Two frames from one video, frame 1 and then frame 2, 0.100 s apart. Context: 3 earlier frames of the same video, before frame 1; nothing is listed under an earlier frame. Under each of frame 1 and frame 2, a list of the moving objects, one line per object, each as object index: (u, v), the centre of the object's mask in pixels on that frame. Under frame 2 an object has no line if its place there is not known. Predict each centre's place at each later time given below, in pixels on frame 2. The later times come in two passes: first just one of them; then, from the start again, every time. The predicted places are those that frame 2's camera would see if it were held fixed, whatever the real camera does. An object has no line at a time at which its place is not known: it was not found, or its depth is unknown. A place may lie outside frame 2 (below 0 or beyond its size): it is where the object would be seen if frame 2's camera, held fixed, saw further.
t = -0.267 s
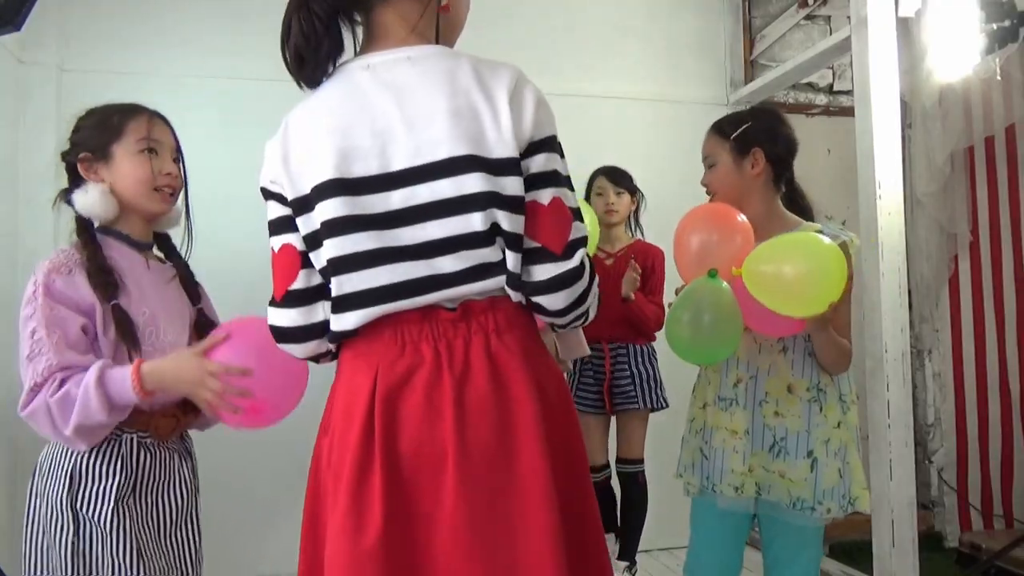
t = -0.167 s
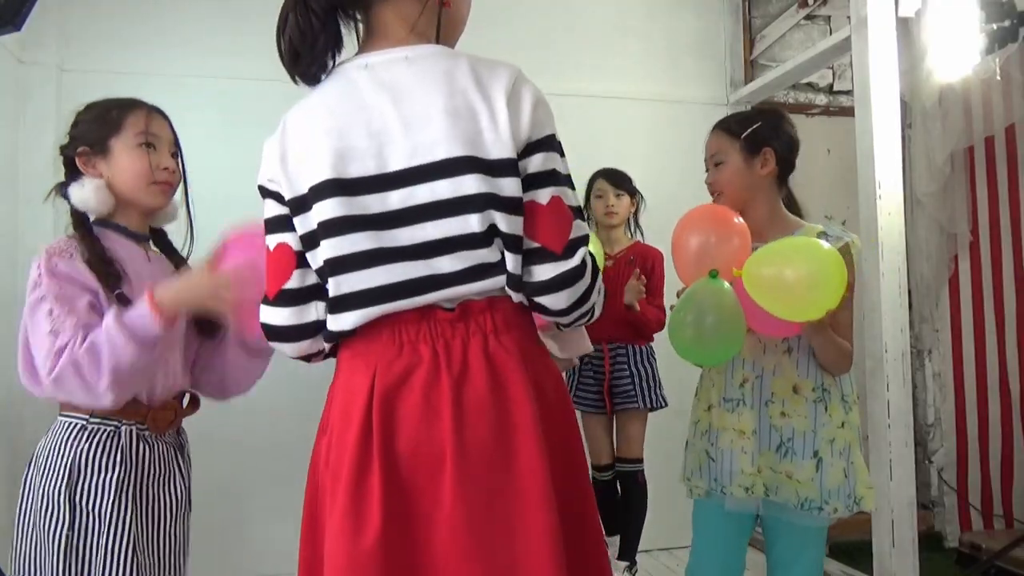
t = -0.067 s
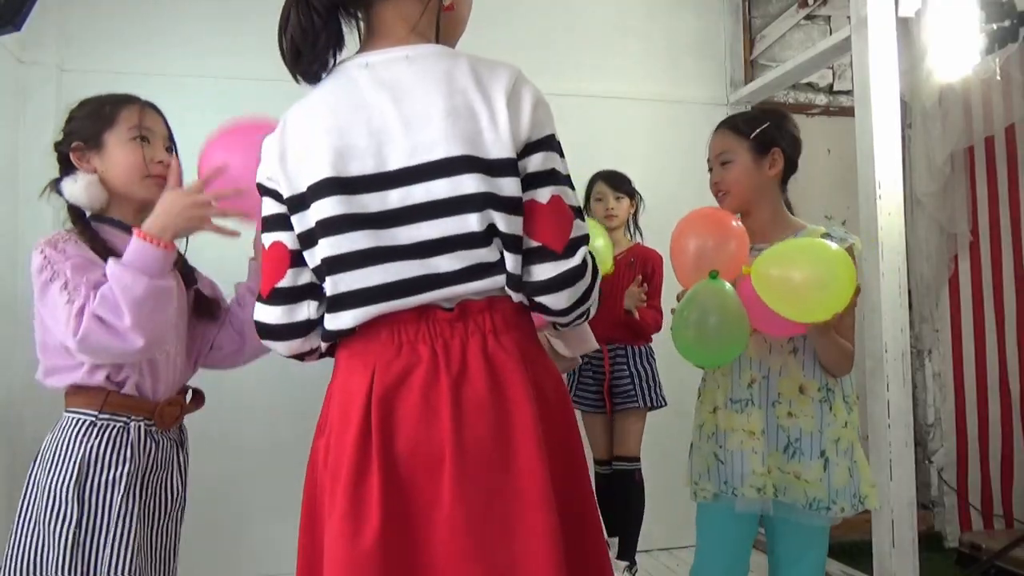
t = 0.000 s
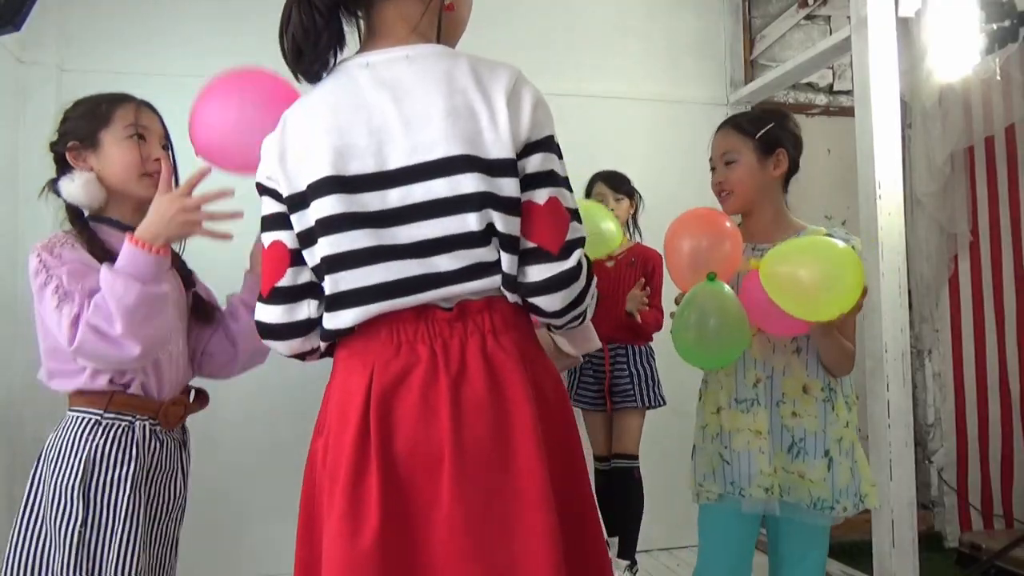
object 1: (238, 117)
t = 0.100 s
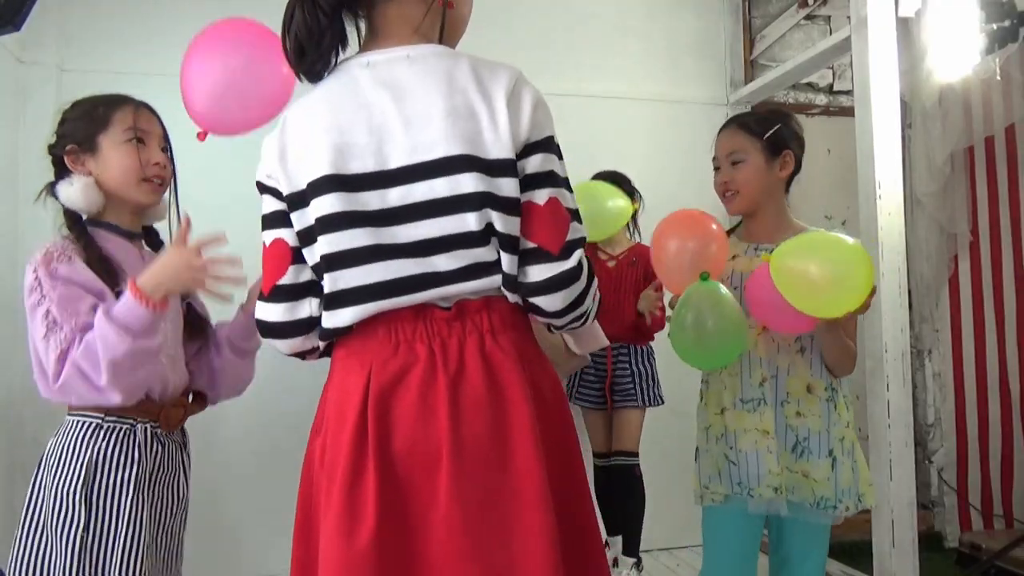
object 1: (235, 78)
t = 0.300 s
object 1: (218, 58)
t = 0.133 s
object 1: (231, 69)
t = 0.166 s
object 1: (229, 62)
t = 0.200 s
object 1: (226, 58)
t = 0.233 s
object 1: (223, 55)
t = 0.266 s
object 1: (221, 56)
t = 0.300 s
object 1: (218, 58)
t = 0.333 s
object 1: (217, 63)
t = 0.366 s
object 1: (216, 69)
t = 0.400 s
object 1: (217, 76)
